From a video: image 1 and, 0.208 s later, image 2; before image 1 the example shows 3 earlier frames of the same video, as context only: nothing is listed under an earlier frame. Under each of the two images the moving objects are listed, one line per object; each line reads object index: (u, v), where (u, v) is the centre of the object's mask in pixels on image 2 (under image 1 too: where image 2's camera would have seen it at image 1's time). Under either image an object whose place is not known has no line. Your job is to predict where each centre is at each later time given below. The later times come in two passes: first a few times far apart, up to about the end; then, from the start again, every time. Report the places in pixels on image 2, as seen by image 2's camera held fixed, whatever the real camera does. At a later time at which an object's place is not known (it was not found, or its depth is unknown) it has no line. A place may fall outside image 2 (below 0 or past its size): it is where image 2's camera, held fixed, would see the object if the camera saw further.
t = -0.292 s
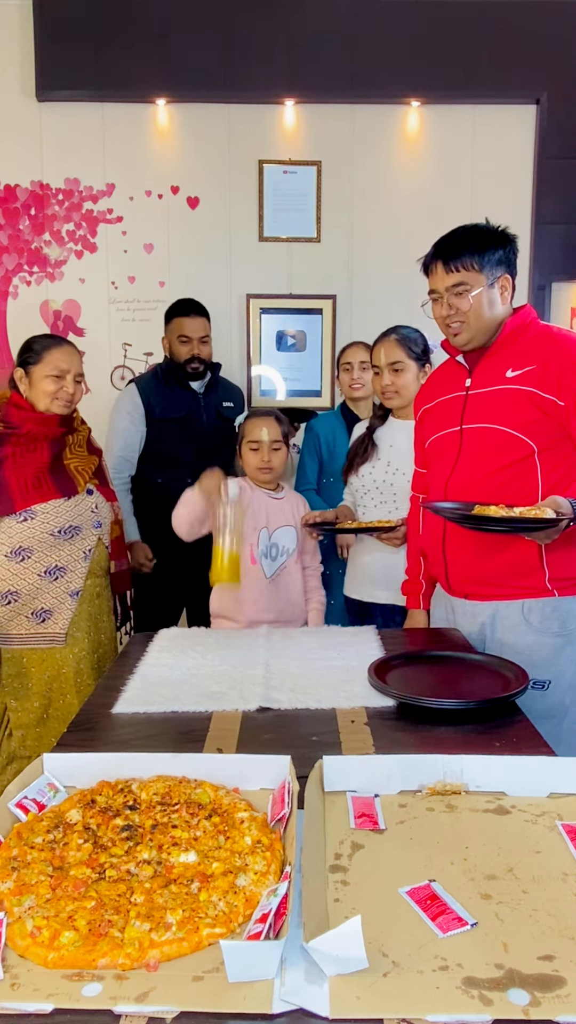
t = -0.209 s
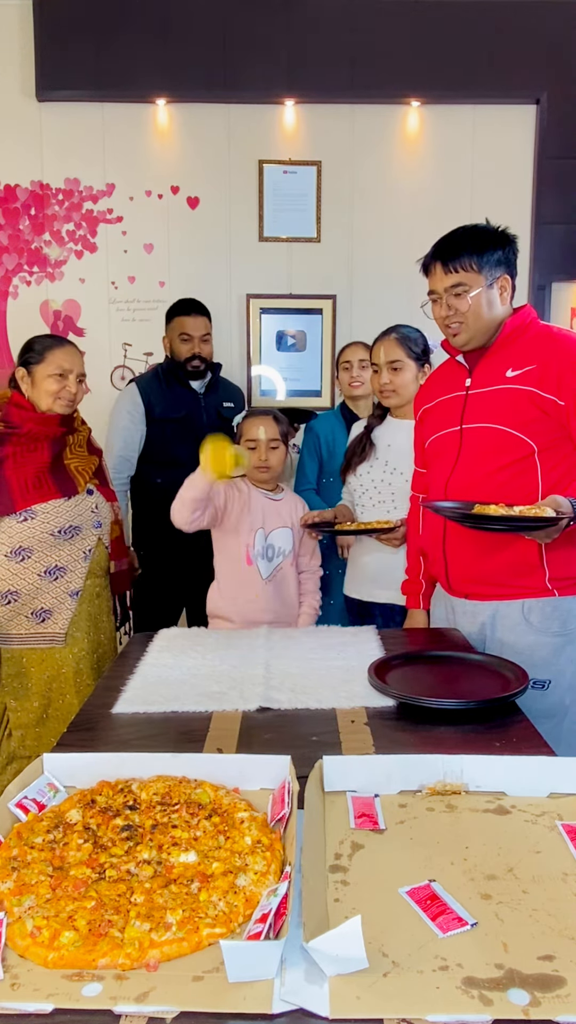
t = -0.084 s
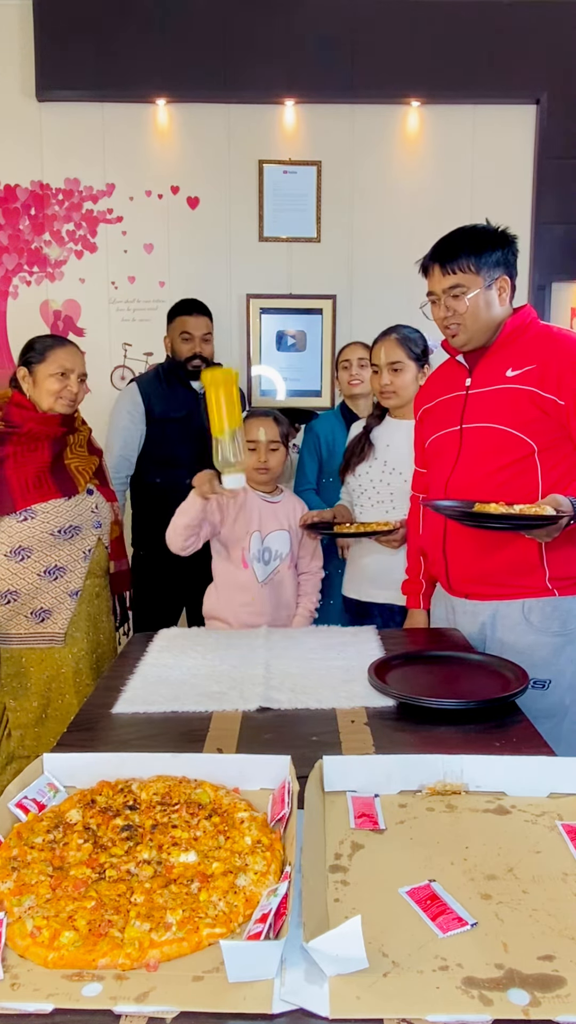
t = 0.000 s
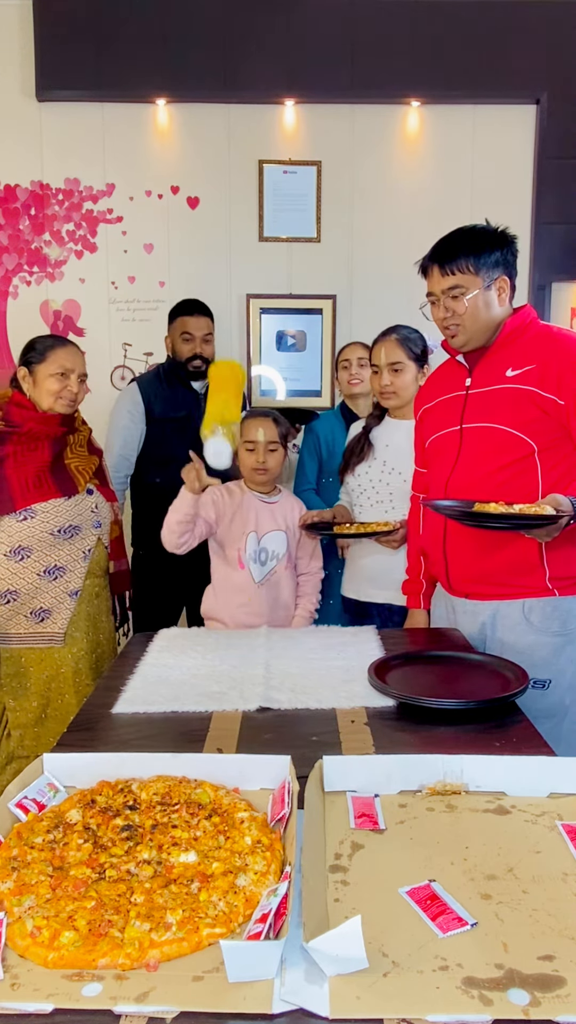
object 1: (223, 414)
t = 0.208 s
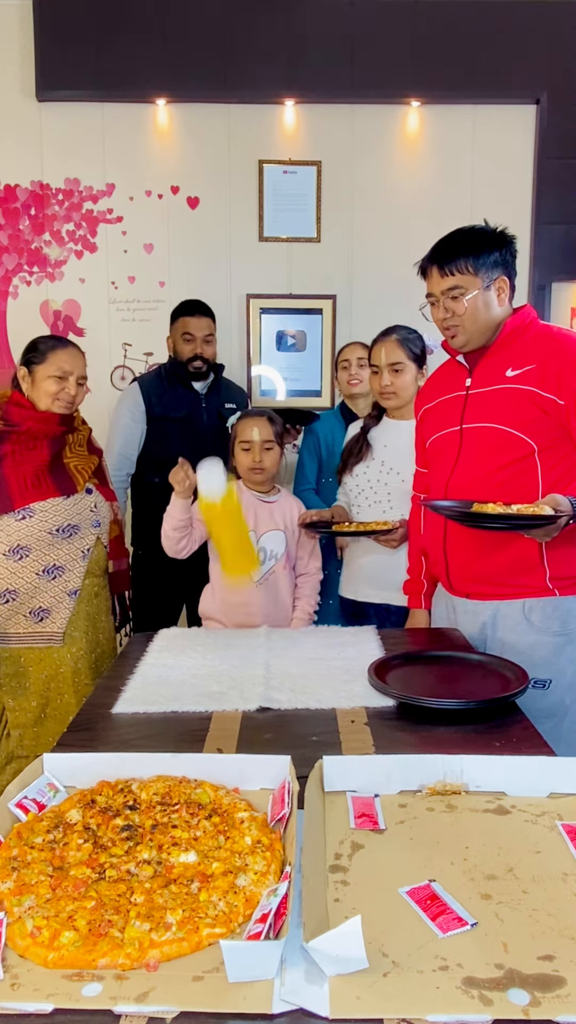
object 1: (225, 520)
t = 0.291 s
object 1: (231, 628)
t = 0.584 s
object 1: (240, 705)
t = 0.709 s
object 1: (242, 708)
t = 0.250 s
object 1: (228, 581)
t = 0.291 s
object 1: (231, 628)
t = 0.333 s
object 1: (233, 633)
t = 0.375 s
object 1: (236, 636)
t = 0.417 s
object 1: (239, 640)
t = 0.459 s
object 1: (241, 646)
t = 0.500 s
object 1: (242, 656)
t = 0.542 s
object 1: (241, 675)
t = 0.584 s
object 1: (240, 705)
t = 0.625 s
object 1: (241, 706)
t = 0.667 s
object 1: (242, 708)
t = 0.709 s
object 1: (242, 708)
